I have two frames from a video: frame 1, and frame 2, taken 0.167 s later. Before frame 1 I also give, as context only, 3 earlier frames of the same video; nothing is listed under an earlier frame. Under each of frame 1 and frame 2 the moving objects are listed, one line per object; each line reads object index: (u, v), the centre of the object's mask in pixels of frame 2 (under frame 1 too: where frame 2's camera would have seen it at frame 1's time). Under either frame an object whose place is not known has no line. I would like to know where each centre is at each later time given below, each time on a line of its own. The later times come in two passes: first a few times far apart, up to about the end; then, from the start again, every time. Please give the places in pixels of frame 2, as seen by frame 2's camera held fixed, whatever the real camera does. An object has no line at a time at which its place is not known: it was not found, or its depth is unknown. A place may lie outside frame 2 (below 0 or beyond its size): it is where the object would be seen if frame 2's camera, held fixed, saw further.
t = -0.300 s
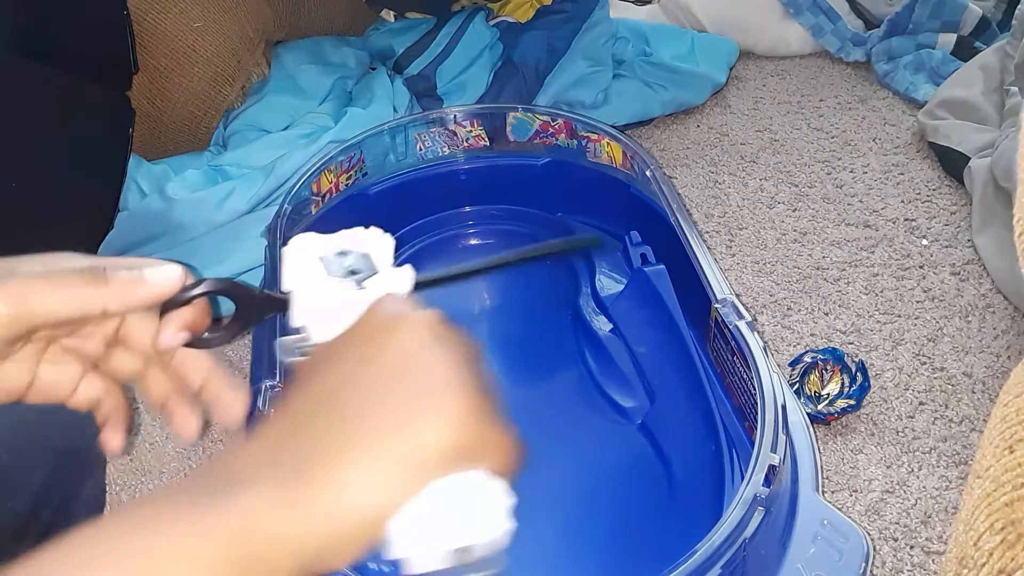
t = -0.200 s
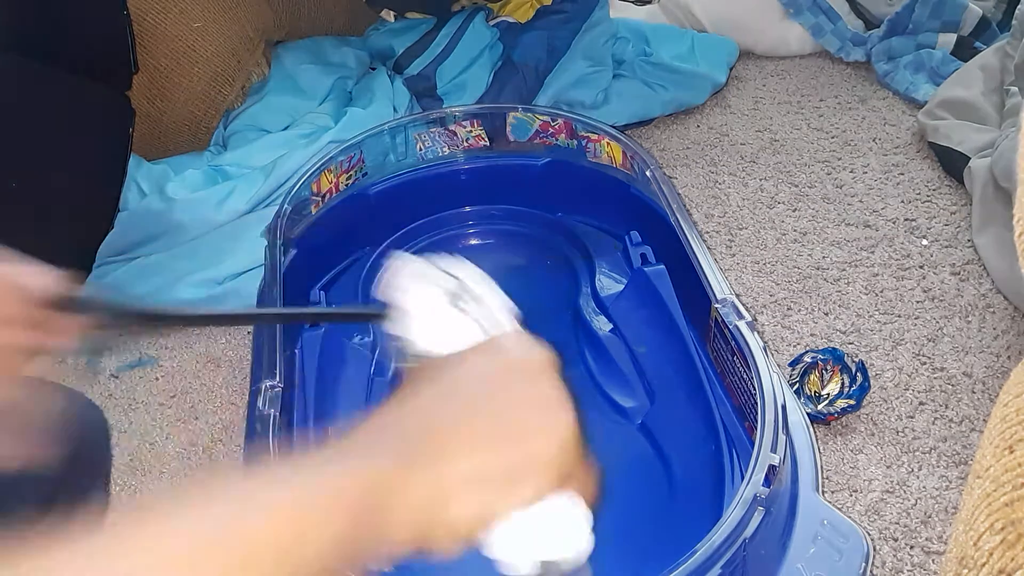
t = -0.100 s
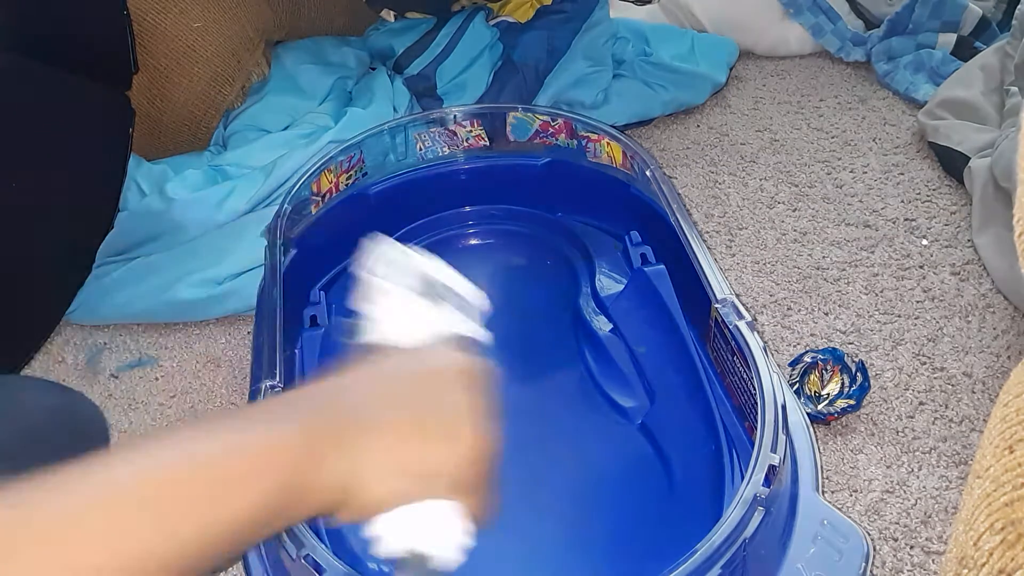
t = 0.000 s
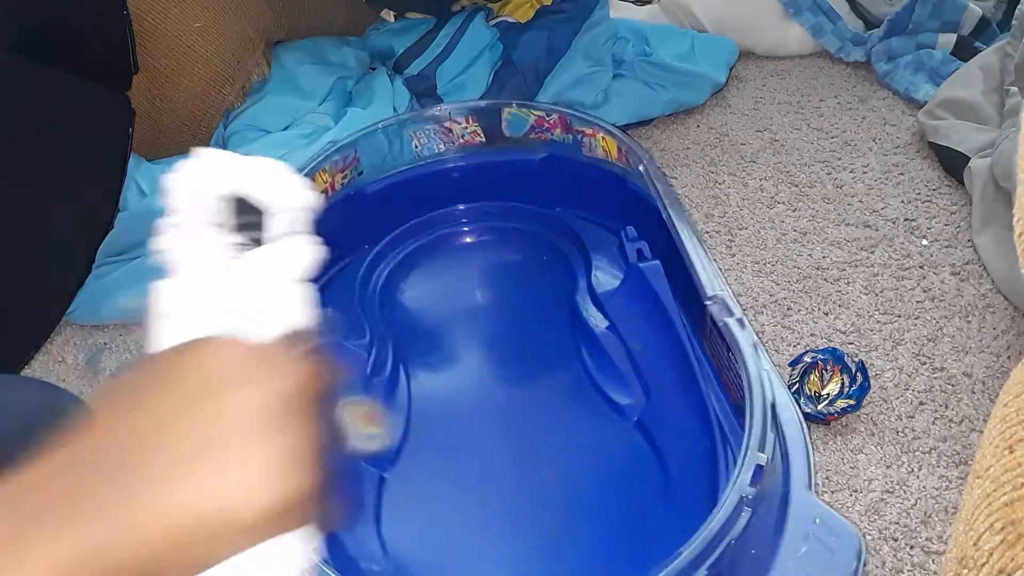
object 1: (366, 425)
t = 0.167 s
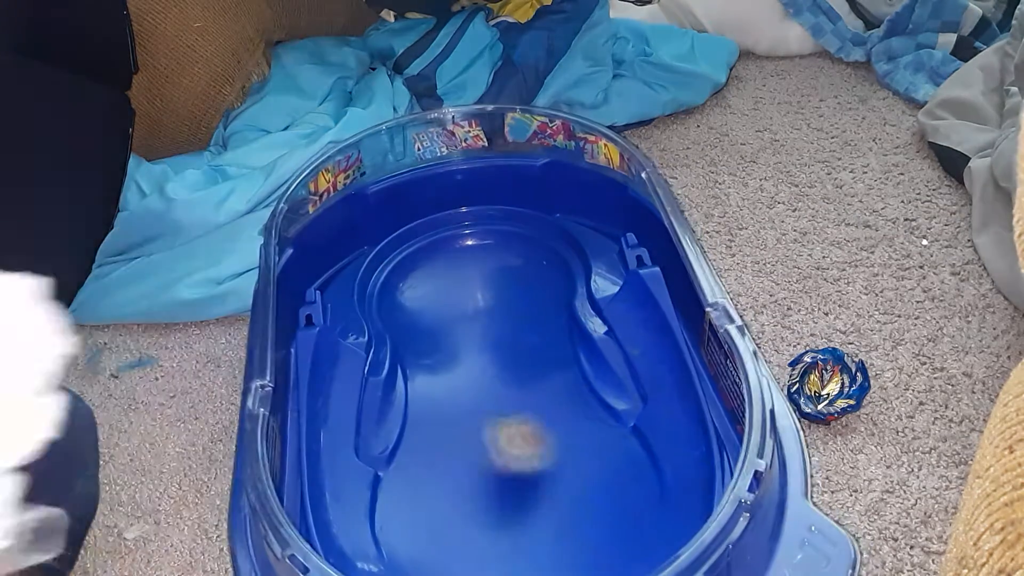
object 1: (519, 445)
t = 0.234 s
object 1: (592, 437)
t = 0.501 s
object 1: (599, 500)
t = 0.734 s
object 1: (355, 491)
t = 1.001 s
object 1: (509, 484)
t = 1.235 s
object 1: (659, 437)
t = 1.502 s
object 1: (476, 505)
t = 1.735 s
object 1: (419, 490)
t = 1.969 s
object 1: (604, 436)
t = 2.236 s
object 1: (567, 486)
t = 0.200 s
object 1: (556, 438)
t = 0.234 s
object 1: (592, 437)
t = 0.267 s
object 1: (621, 428)
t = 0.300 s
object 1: (647, 427)
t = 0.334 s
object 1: (661, 426)
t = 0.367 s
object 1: (665, 429)
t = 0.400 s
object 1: (669, 443)
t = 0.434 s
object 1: (659, 462)
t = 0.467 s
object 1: (632, 484)
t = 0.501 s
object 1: (599, 500)
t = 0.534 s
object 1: (556, 513)
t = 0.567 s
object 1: (514, 519)
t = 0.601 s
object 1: (470, 523)
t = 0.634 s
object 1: (427, 519)
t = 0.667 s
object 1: (395, 511)
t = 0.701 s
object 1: (370, 499)
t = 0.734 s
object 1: (355, 491)
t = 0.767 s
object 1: (348, 484)
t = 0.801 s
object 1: (353, 482)
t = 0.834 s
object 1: (366, 484)
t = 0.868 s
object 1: (387, 487)
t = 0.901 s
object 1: (410, 494)
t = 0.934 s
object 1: (441, 493)
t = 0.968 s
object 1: (475, 490)
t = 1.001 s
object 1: (509, 484)
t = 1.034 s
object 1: (543, 479)
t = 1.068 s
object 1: (576, 471)
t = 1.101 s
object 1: (606, 457)
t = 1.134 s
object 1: (630, 449)
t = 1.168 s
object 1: (649, 443)
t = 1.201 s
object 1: (658, 438)
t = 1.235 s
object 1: (659, 437)
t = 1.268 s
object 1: (659, 448)
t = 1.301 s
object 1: (644, 453)
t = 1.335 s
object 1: (621, 462)
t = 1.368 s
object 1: (599, 483)
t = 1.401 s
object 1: (570, 491)
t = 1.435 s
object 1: (539, 499)
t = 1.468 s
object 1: (509, 507)
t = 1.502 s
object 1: (476, 505)
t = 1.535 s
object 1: (445, 512)
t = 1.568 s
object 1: (419, 505)
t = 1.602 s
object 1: (400, 501)
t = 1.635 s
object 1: (390, 493)
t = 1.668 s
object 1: (389, 488)
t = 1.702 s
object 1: (400, 487)
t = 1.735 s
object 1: (419, 490)
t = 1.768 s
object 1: (446, 486)
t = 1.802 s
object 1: (474, 481)
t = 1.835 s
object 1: (503, 475)
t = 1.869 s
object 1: (532, 467)
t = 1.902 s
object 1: (559, 457)
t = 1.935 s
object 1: (583, 448)
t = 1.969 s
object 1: (604, 436)
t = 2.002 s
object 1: (623, 431)
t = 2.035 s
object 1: (628, 425)
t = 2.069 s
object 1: (631, 427)
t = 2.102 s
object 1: (633, 438)
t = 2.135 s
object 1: (625, 449)
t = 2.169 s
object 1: (608, 461)
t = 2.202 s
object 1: (589, 471)
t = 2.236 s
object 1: (567, 486)
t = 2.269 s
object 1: (542, 493)
